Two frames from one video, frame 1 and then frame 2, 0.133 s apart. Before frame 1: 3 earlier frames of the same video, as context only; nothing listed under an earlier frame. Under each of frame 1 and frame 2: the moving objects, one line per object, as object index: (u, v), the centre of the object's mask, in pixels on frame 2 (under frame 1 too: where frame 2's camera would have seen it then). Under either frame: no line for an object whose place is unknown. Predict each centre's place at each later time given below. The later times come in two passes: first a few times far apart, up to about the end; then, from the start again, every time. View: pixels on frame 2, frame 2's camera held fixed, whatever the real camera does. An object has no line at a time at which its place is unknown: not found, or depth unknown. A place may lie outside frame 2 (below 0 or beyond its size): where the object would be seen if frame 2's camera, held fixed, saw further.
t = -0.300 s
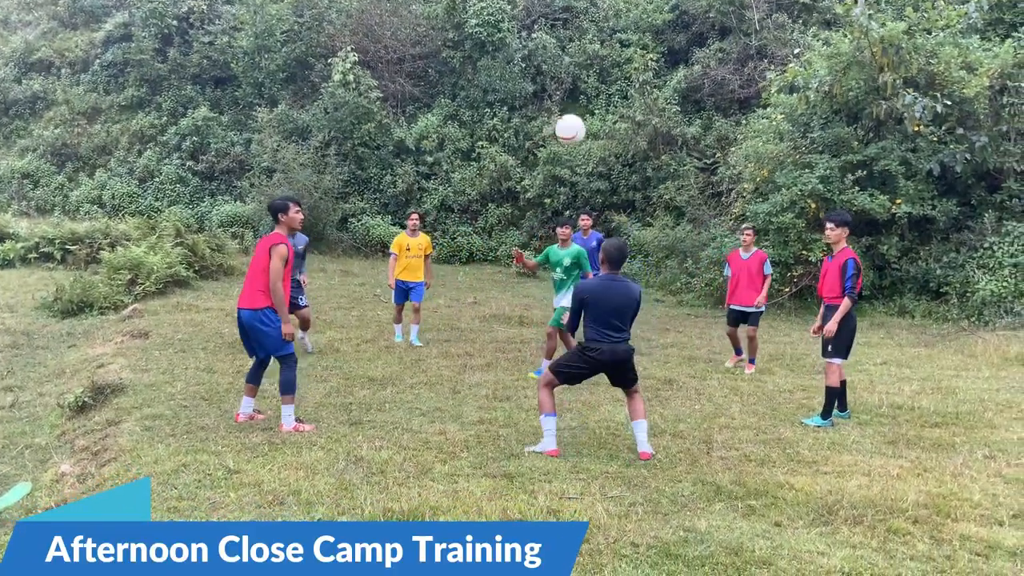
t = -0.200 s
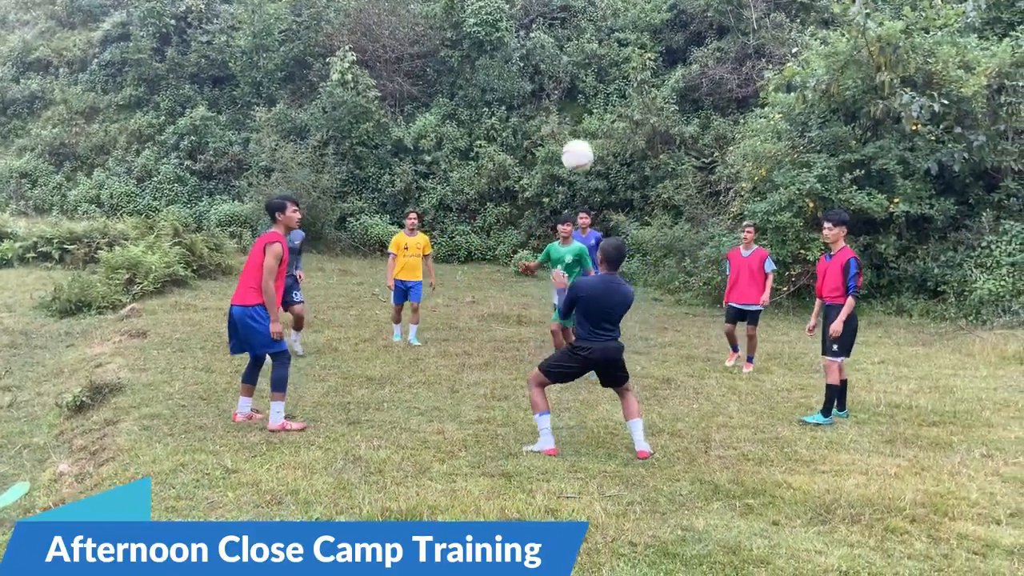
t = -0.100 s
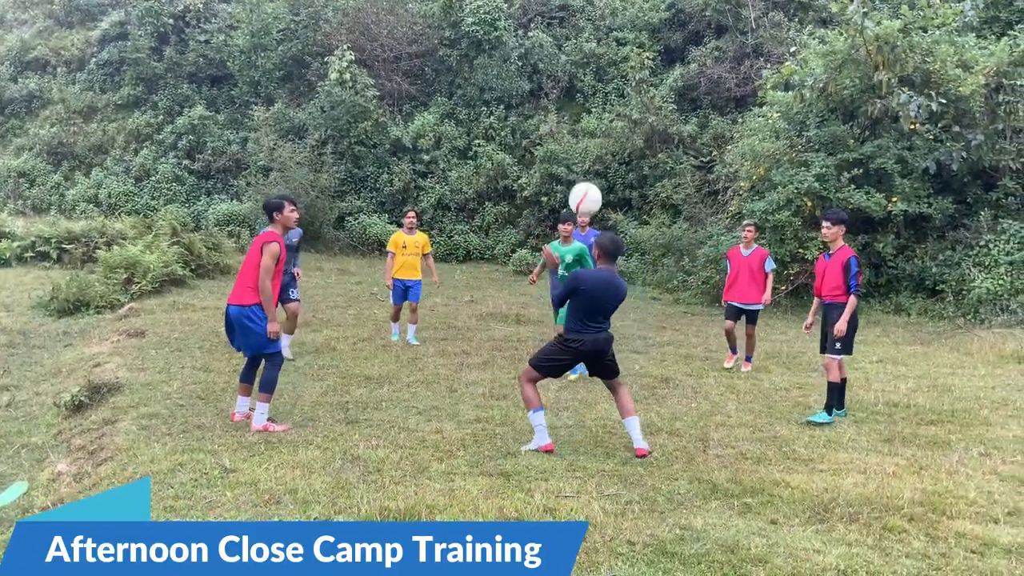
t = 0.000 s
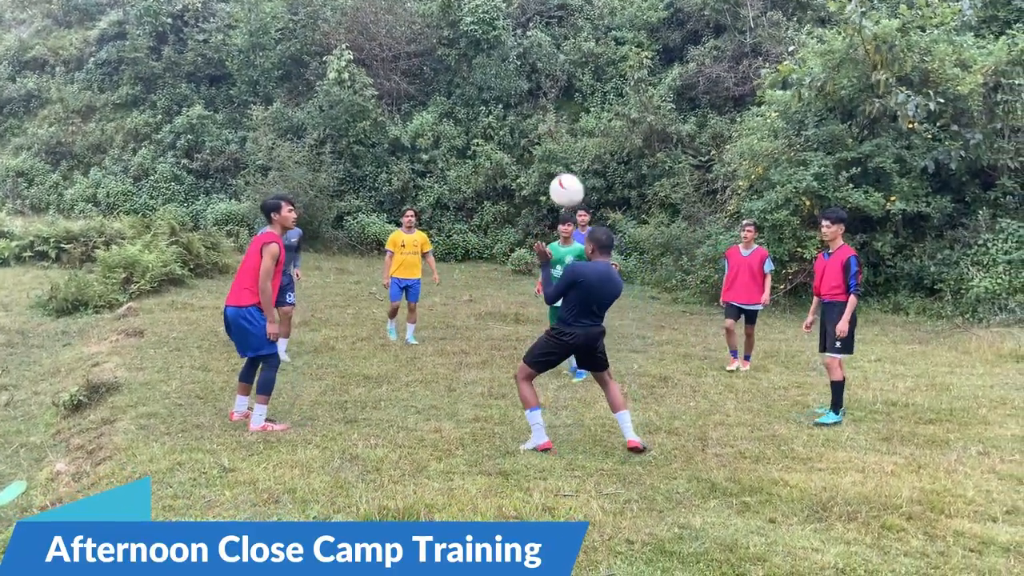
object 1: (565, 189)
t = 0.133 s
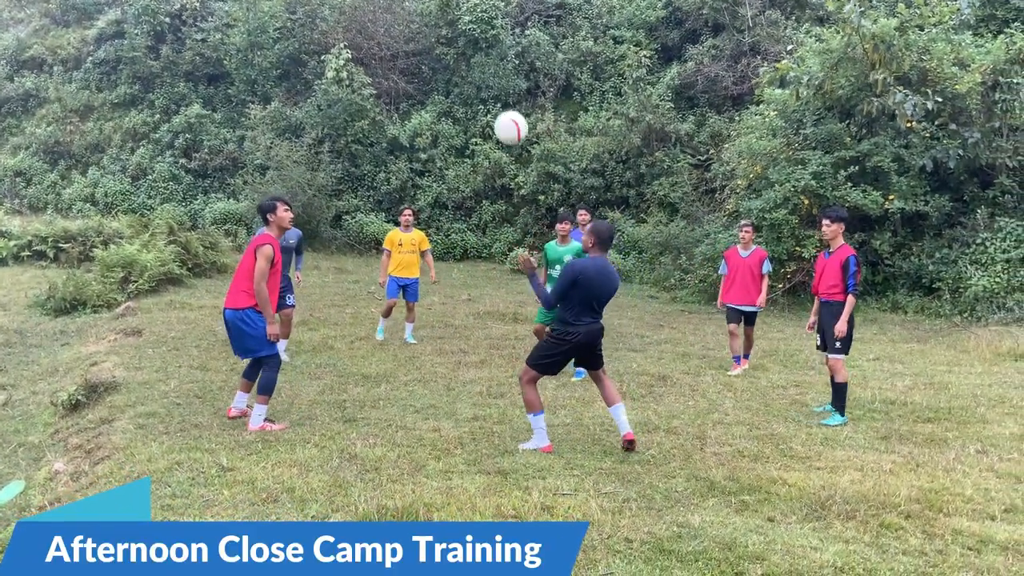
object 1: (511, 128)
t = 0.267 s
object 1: (457, 93)
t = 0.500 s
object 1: (369, 98)
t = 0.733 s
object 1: (288, 176)
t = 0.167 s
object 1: (497, 116)
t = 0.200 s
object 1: (484, 107)
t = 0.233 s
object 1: (471, 99)
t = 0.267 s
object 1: (457, 93)
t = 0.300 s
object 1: (444, 89)
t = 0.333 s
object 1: (431, 87)
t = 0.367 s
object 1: (419, 86)
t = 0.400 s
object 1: (406, 87)
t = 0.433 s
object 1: (394, 89)
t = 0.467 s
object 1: (381, 92)
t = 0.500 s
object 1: (369, 98)
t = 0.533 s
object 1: (357, 105)
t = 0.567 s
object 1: (345, 113)
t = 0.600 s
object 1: (333, 124)
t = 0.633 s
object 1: (322, 135)
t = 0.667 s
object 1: (310, 148)
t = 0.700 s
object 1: (299, 162)
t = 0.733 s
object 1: (288, 176)
